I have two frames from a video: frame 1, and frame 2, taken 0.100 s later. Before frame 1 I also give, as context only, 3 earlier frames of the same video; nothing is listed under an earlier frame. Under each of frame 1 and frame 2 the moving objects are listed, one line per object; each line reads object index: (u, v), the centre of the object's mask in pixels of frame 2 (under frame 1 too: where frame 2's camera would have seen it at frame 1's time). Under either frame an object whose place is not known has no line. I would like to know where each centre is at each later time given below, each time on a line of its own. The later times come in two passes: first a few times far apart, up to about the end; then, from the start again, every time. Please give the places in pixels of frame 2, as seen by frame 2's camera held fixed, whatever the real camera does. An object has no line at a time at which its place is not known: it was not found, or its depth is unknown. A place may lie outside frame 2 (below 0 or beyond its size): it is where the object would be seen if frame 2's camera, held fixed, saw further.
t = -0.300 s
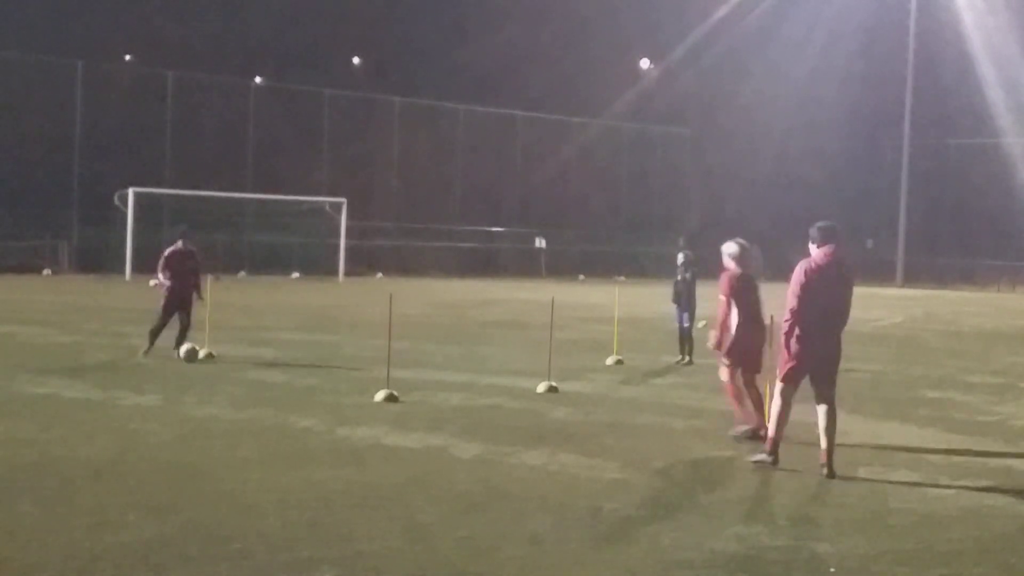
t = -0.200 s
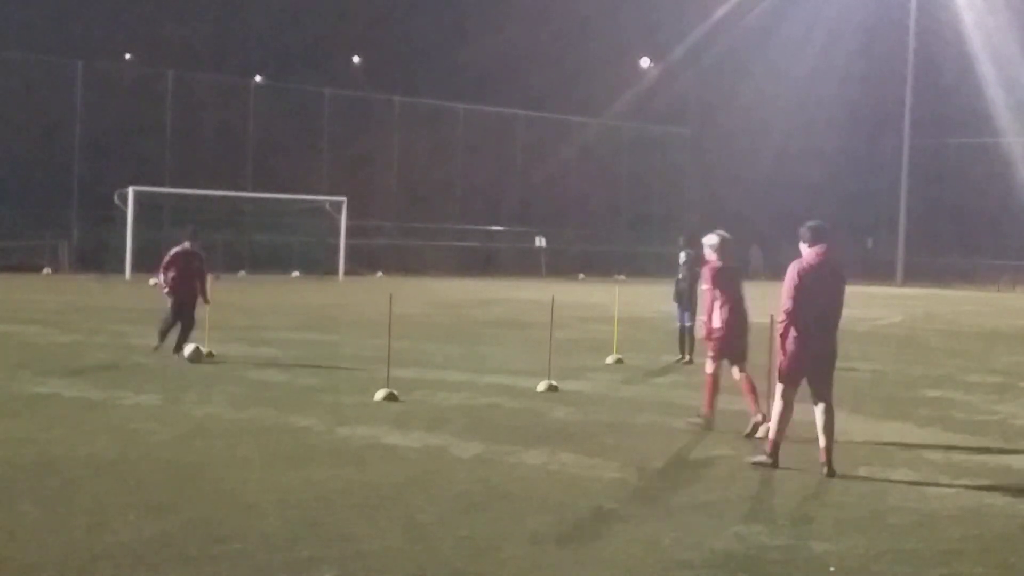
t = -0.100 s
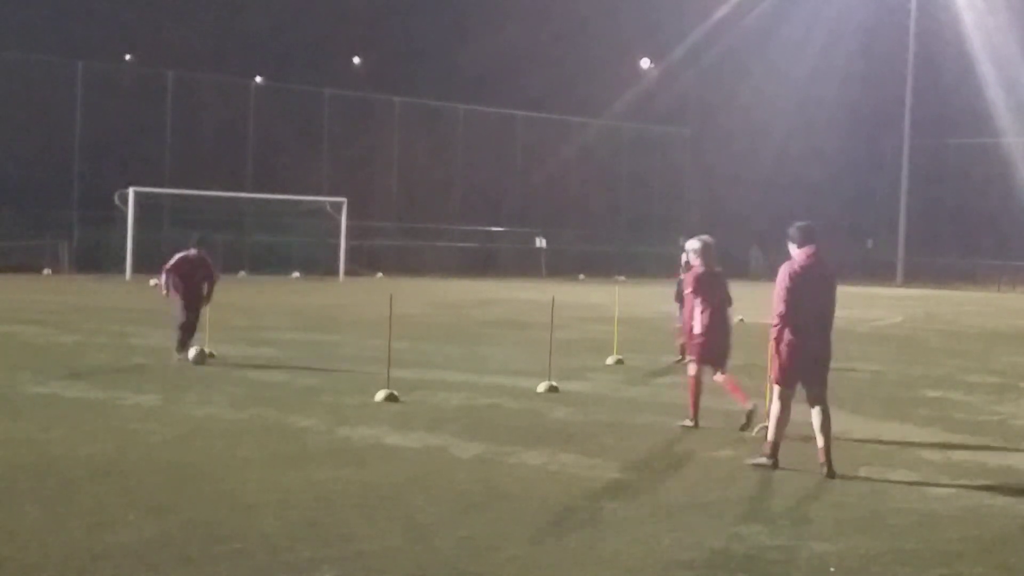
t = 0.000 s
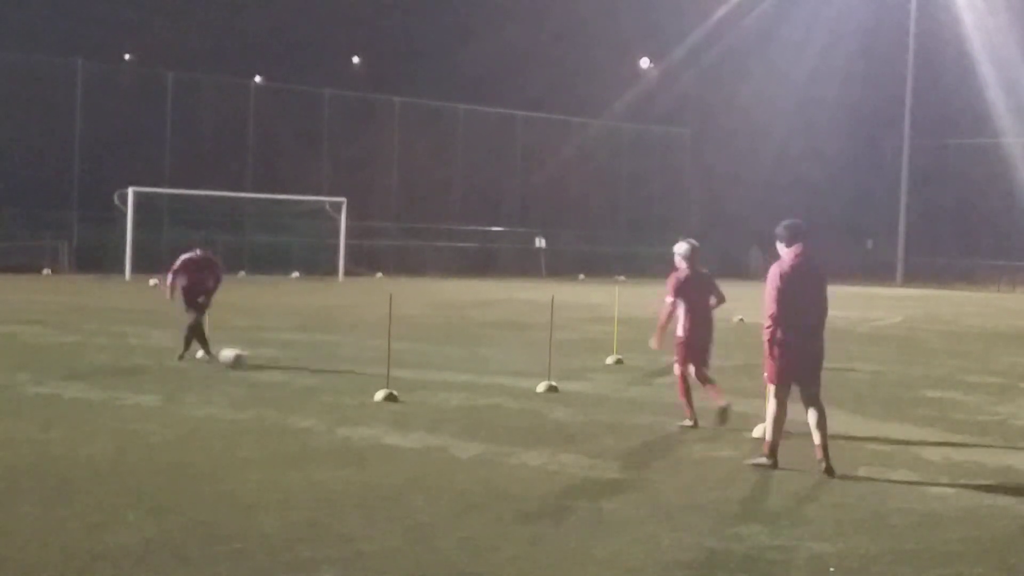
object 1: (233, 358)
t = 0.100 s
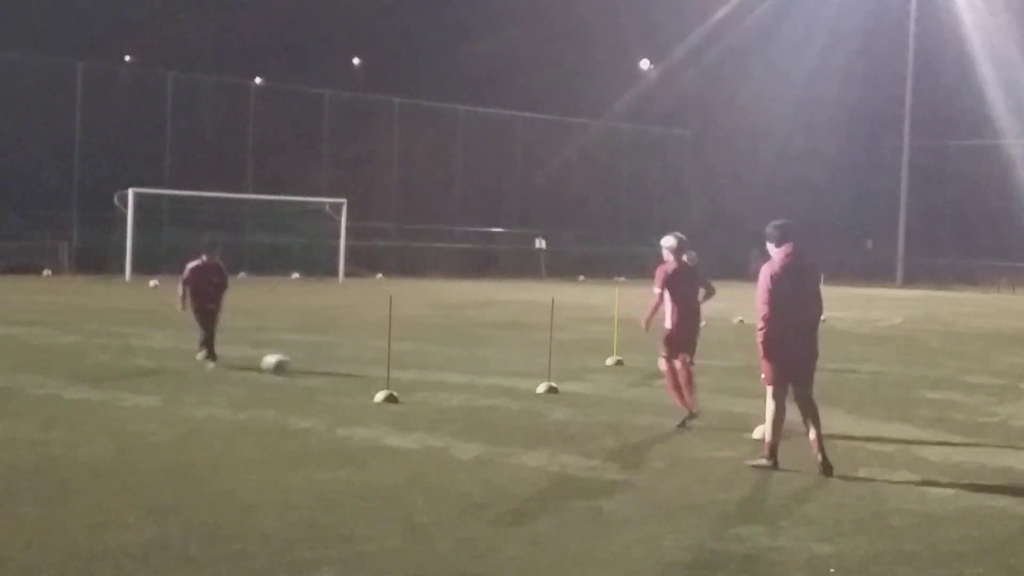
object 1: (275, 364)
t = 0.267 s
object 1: (342, 371)
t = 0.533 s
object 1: (436, 386)
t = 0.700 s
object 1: (488, 393)
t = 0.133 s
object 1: (289, 365)
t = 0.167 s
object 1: (303, 366)
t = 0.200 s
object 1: (316, 370)
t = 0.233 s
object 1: (330, 371)
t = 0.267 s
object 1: (342, 371)
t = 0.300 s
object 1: (355, 372)
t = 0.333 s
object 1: (367, 373)
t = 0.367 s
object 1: (379, 377)
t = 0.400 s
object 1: (392, 379)
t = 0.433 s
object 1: (403, 380)
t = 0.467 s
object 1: (414, 381)
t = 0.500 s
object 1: (424, 383)
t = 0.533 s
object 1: (436, 386)
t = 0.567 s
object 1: (447, 386)
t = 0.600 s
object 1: (457, 386)
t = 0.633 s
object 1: (468, 389)
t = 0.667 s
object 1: (478, 392)
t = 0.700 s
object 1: (488, 393)
